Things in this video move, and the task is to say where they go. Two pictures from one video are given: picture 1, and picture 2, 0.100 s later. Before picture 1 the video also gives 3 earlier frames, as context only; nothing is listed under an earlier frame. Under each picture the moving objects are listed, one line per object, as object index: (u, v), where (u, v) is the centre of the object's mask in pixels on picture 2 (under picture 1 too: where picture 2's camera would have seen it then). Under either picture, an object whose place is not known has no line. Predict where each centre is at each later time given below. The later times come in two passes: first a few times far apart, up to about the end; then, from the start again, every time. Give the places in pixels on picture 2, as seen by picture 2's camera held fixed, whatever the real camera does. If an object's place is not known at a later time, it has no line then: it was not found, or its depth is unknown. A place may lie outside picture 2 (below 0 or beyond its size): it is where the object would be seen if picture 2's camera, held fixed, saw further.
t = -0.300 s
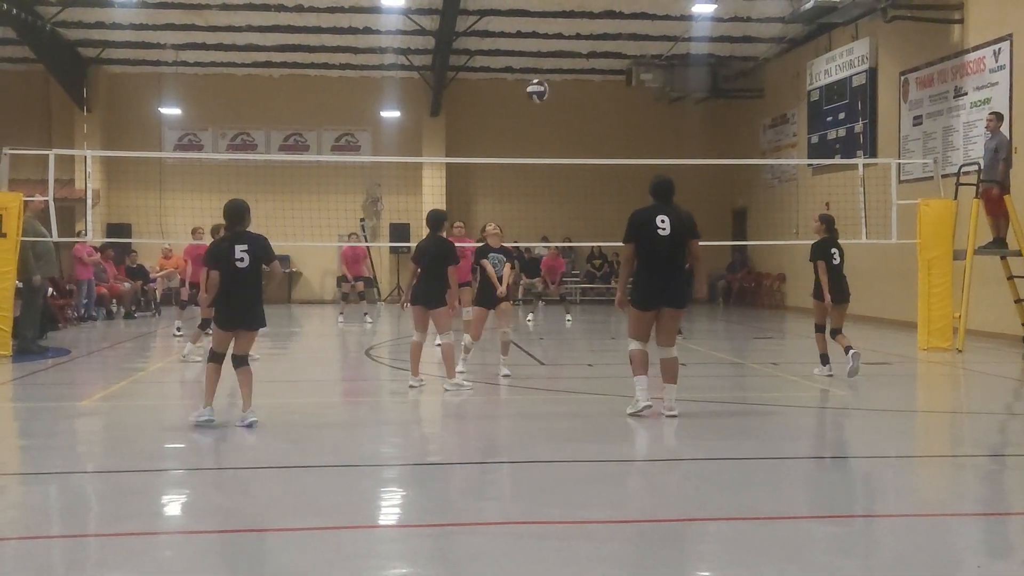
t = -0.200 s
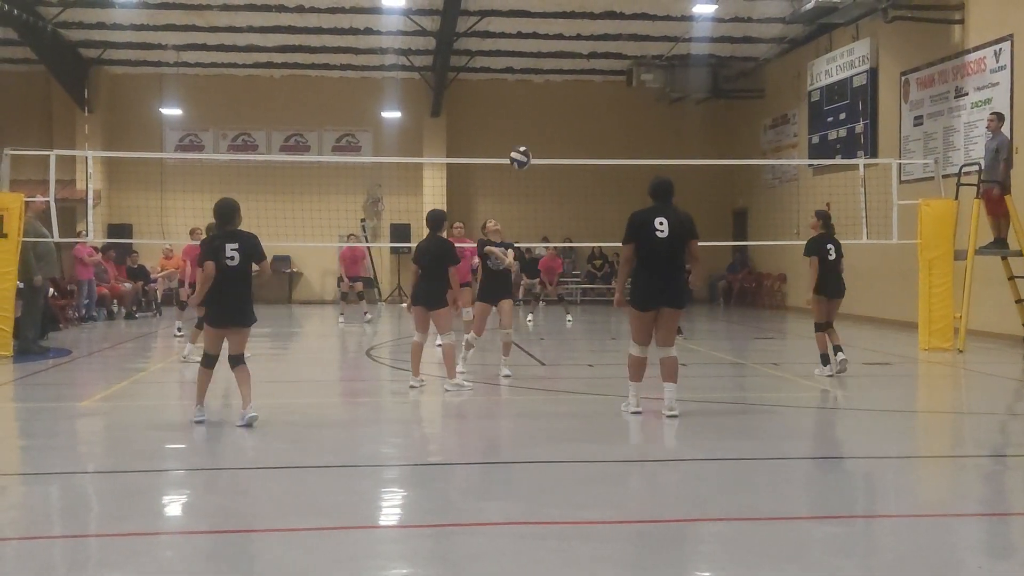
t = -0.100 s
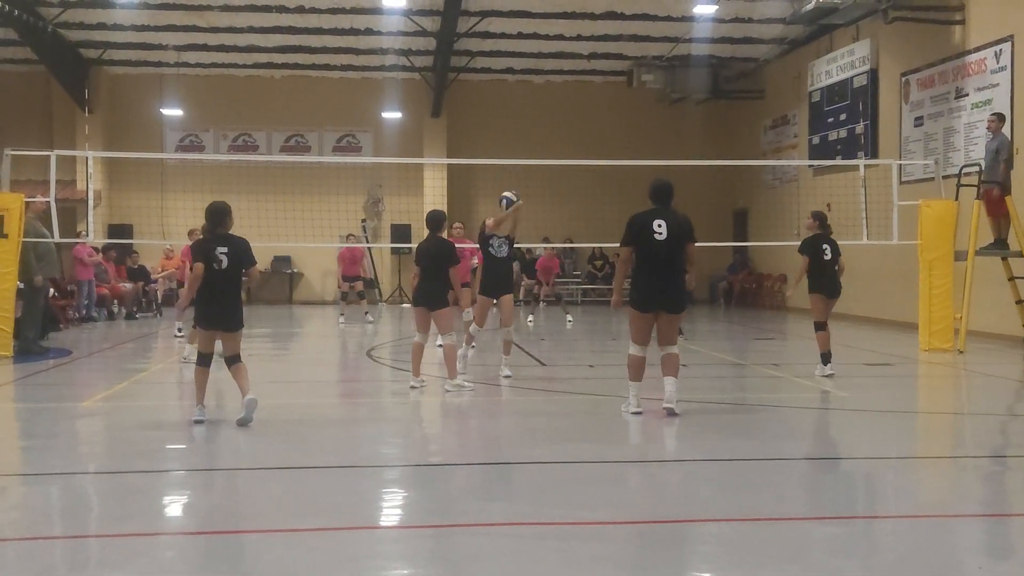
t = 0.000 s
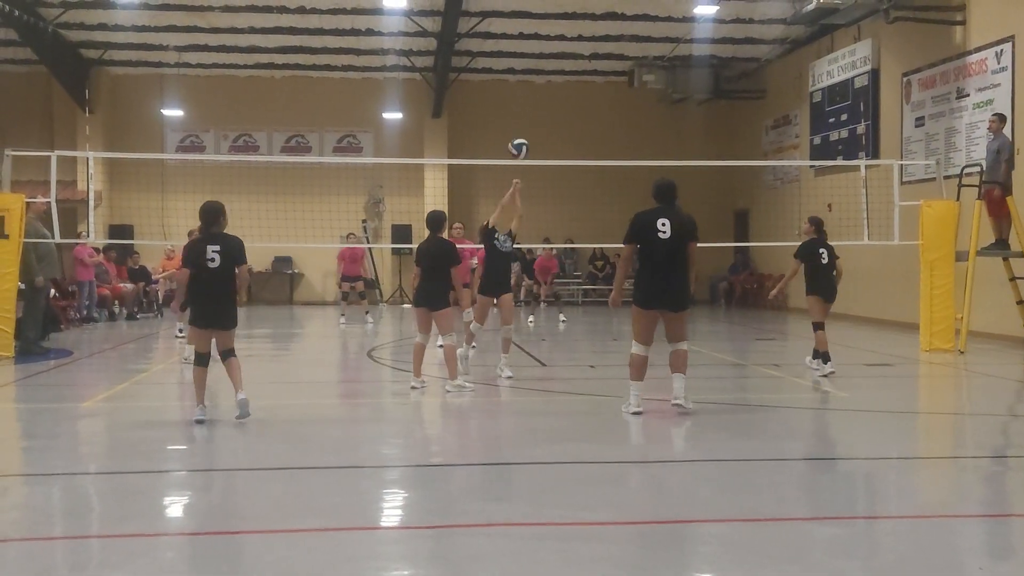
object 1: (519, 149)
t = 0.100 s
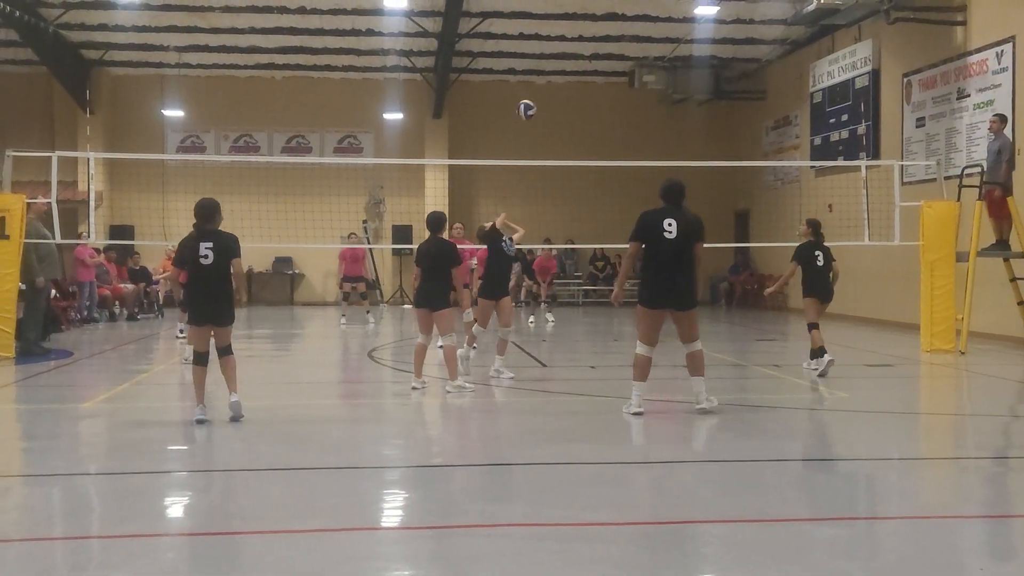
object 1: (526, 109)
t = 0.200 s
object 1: (533, 84)
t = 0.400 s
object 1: (544, 66)
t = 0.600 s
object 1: (553, 82)
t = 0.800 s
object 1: (560, 126)
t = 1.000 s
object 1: (566, 191)
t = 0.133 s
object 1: (528, 100)
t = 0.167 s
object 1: (531, 91)
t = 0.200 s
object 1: (533, 84)
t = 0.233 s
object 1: (535, 77)
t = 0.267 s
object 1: (537, 73)
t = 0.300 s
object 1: (538, 70)
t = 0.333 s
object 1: (541, 68)
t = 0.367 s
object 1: (543, 67)
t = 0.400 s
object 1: (544, 66)
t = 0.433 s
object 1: (545, 67)
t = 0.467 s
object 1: (547, 68)
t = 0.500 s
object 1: (549, 70)
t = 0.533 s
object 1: (551, 74)
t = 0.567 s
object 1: (552, 78)
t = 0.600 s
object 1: (553, 82)
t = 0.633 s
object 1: (555, 88)
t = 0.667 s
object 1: (556, 94)
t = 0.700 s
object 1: (557, 101)
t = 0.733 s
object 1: (558, 109)
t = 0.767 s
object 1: (559, 117)
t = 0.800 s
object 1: (560, 126)
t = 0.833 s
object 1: (562, 135)
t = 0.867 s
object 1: (563, 146)
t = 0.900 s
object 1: (564, 155)
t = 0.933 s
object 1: (565, 168)
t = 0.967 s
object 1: (566, 179)
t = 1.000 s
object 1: (566, 191)
